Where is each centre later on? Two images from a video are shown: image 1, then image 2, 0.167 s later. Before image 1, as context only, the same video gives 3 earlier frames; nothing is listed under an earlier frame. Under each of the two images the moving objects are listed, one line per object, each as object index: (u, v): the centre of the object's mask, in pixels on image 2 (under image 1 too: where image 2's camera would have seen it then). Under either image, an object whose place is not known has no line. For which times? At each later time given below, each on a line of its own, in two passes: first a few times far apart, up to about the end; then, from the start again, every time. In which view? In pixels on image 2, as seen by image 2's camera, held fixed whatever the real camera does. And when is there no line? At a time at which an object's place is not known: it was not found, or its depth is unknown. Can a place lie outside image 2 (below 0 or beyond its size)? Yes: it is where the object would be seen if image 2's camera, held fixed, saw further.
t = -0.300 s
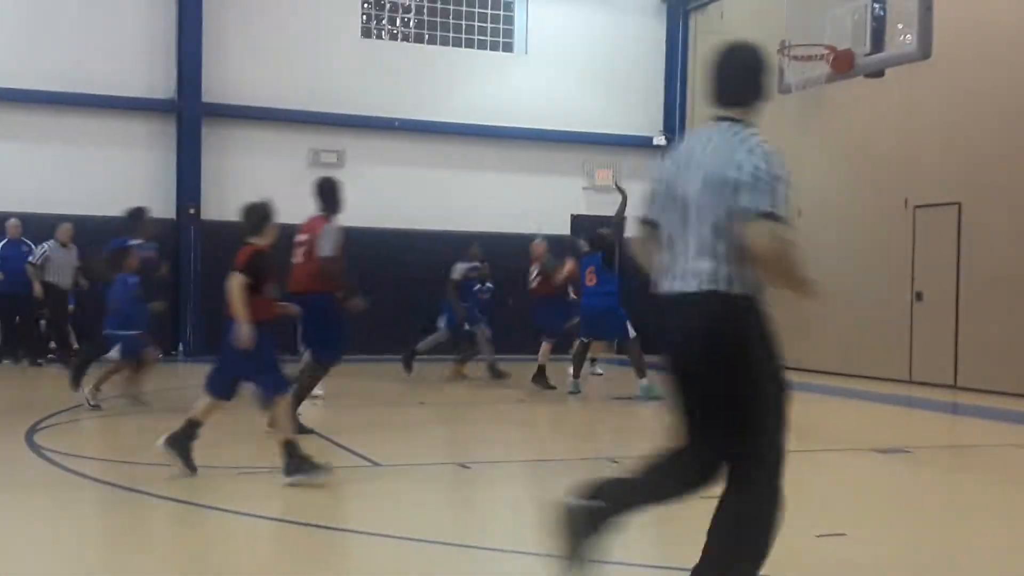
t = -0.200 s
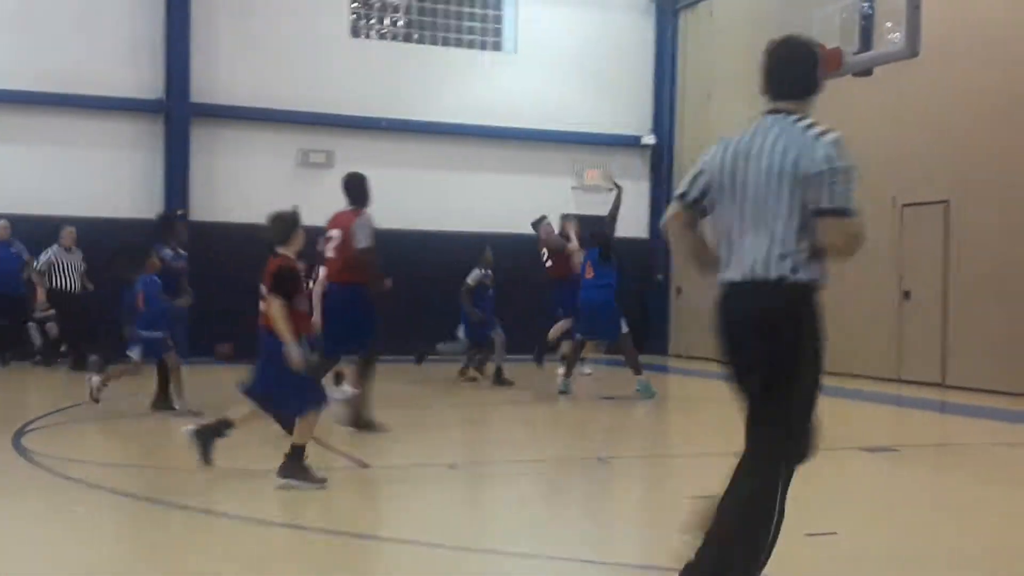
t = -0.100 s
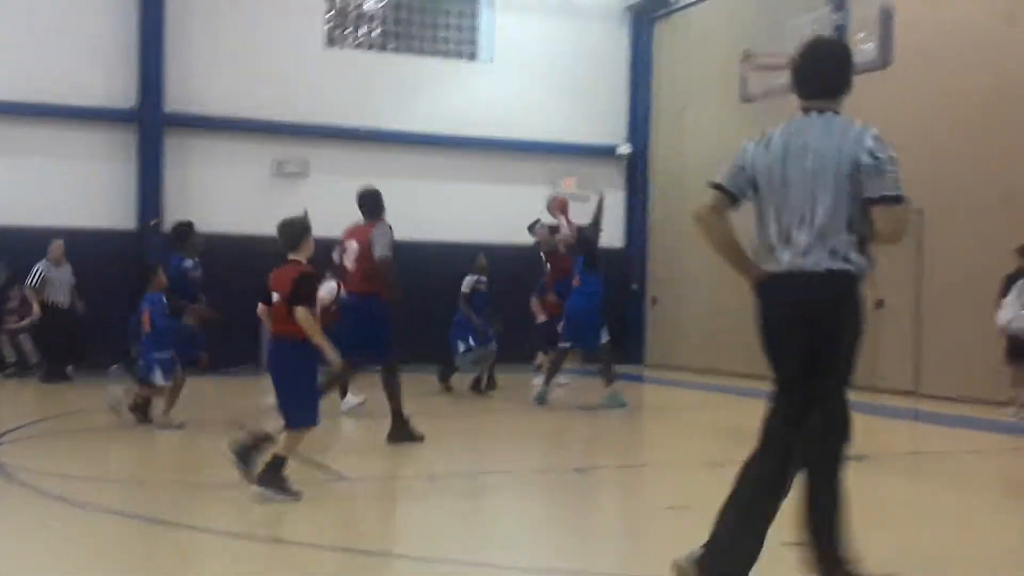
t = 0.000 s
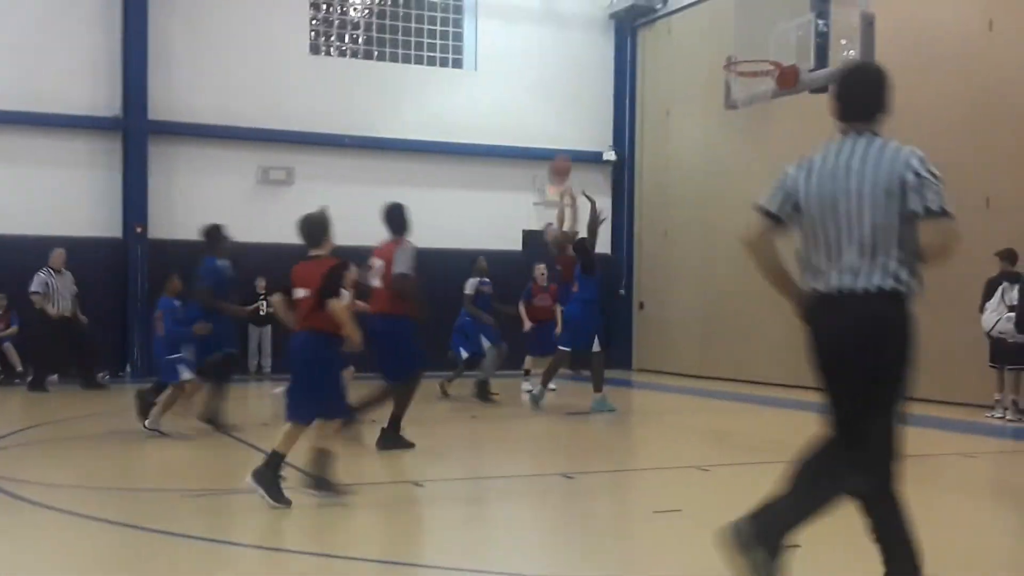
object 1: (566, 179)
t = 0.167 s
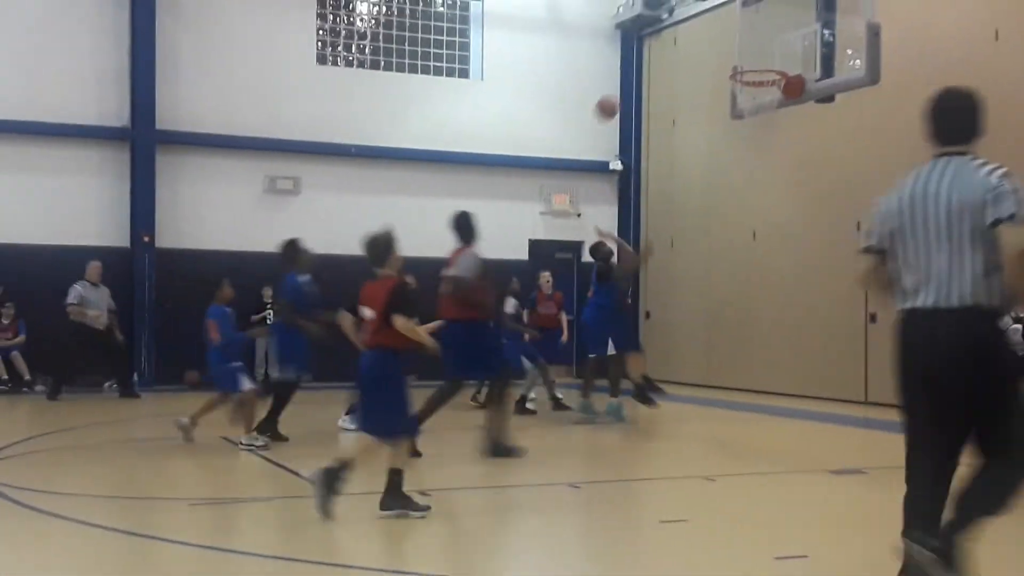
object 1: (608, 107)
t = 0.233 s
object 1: (624, 85)
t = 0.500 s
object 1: (697, 37)
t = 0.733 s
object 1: (767, 55)
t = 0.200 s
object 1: (616, 96)
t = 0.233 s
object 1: (624, 85)
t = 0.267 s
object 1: (632, 76)
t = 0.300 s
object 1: (641, 67)
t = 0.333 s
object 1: (649, 60)
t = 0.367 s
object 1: (659, 53)
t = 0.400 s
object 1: (669, 47)
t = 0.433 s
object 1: (678, 43)
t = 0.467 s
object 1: (687, 39)
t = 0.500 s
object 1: (697, 37)
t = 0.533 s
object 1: (707, 36)
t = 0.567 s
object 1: (717, 36)
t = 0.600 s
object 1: (727, 37)
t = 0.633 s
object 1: (737, 40)
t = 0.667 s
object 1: (747, 43)
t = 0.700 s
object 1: (757, 49)
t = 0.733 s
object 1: (767, 55)
